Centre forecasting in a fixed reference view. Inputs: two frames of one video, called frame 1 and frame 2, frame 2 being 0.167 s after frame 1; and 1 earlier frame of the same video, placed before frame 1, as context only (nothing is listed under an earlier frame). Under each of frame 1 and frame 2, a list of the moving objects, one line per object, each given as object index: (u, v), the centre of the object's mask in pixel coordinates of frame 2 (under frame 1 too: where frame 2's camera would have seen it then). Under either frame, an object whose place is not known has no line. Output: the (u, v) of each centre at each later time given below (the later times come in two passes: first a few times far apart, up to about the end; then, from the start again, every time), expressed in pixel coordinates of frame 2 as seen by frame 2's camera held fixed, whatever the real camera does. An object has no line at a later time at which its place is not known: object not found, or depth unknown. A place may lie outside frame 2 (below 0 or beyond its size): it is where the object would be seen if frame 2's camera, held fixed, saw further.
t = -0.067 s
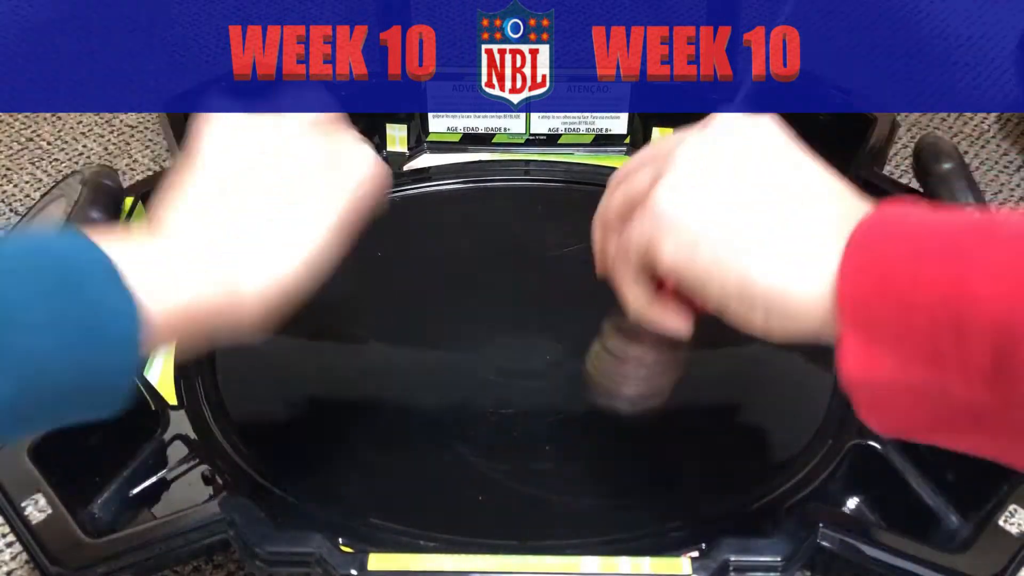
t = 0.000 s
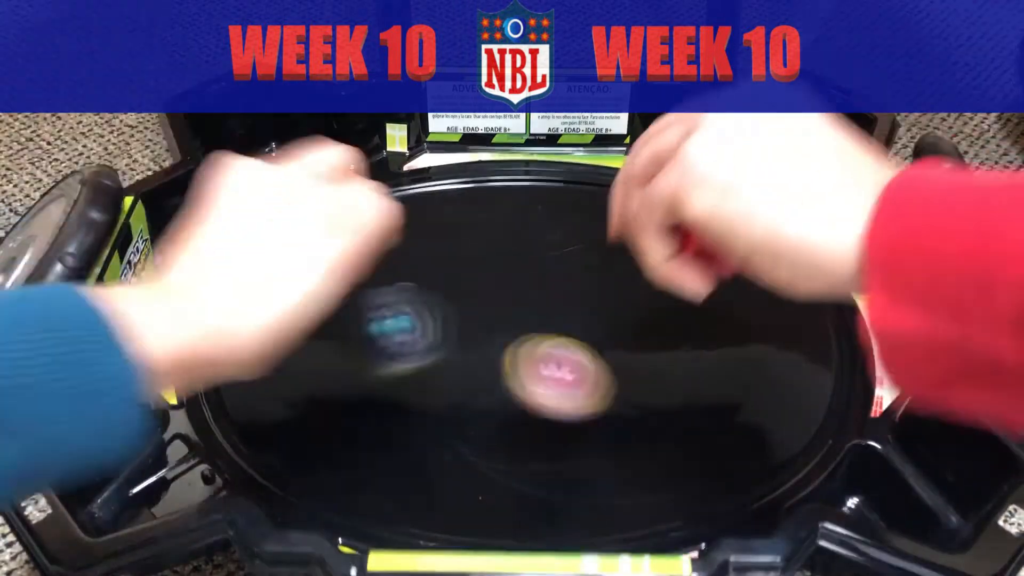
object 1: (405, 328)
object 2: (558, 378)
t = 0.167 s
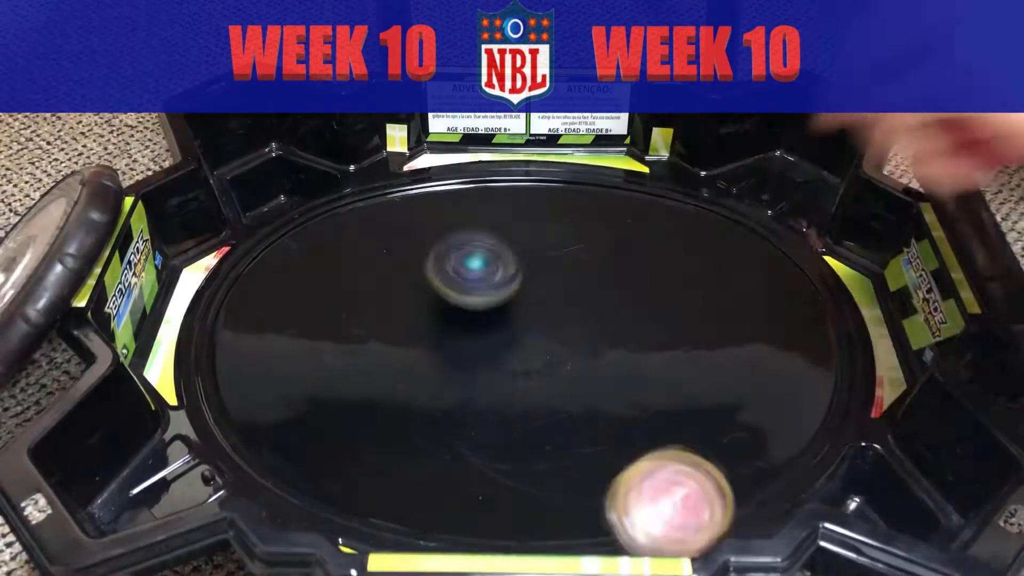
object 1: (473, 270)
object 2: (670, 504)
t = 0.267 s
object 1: (497, 229)
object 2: (754, 415)
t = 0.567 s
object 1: (526, 248)
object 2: (756, 222)
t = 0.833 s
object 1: (540, 342)
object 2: (679, 222)
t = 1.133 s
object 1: (603, 363)
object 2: (601, 287)
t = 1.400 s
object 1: (589, 401)
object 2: (581, 324)
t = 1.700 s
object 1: (552, 419)
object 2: (542, 338)
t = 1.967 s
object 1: (516, 406)
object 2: (499, 288)
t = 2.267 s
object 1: (462, 352)
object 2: (460, 249)
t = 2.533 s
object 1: (411, 314)
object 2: (451, 246)
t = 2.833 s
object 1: (347, 307)
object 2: (525, 271)
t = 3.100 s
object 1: (387, 300)
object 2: (570, 323)
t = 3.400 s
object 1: (491, 271)
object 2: (591, 370)
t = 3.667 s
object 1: (566, 255)
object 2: (564, 394)
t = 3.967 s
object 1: (631, 275)
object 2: (502, 379)
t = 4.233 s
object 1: (667, 318)
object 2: (466, 333)
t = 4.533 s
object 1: (651, 365)
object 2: (470, 289)
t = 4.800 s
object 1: (593, 394)
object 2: (509, 272)
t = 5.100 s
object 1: (514, 407)
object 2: (564, 299)
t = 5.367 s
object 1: (435, 371)
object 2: (585, 344)
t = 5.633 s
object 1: (376, 331)
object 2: (569, 376)
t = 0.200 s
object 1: (481, 248)
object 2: (706, 480)
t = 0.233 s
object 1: (489, 235)
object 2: (733, 448)
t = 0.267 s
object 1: (497, 229)
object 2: (754, 415)
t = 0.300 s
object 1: (503, 219)
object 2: (769, 383)
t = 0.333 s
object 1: (509, 218)
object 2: (778, 351)
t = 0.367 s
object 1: (513, 214)
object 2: (782, 324)
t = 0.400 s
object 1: (517, 215)
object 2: (783, 298)
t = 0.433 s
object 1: (520, 217)
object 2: (781, 276)
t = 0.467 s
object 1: (522, 221)
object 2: (777, 258)
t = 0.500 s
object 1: (524, 228)
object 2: (770, 243)
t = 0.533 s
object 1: (525, 238)
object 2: (763, 232)
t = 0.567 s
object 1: (526, 248)
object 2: (756, 222)
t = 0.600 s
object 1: (527, 260)
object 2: (748, 215)
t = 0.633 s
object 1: (528, 273)
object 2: (739, 211)
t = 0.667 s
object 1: (528, 286)
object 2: (731, 208)
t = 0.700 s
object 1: (530, 299)
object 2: (721, 208)
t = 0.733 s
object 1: (531, 312)
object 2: (711, 209)
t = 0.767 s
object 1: (533, 324)
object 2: (701, 212)
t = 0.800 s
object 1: (536, 334)
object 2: (690, 216)
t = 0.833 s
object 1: (540, 342)
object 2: (679, 222)
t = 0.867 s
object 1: (545, 350)
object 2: (667, 229)
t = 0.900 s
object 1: (551, 355)
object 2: (656, 236)
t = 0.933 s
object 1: (558, 359)
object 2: (645, 245)
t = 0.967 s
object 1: (566, 361)
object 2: (634, 255)
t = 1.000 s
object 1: (575, 361)
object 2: (624, 265)
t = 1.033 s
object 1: (585, 359)
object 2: (615, 274)
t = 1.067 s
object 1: (596, 357)
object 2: (607, 281)
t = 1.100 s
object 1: (601, 358)
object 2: (602, 286)
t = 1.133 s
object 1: (603, 363)
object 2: (601, 287)
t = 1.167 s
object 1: (603, 368)
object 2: (599, 291)
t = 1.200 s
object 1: (604, 371)
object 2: (595, 296)
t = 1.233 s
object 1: (604, 375)
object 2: (591, 302)
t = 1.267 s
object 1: (601, 384)
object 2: (591, 305)
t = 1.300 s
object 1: (597, 390)
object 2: (590, 309)
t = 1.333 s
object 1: (594, 395)
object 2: (589, 313)
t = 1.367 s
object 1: (591, 399)
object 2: (586, 319)
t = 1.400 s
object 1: (589, 401)
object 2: (581, 324)
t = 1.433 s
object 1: (587, 403)
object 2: (576, 330)
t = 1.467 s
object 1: (583, 407)
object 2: (573, 331)
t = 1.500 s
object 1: (578, 411)
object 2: (570, 334)
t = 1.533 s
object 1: (573, 413)
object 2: (565, 336)
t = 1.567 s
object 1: (569, 413)
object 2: (560, 339)
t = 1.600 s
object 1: (564, 416)
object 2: (557, 338)
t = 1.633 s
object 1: (560, 419)
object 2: (554, 338)
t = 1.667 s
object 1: (556, 419)
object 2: (549, 337)
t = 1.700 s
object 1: (552, 419)
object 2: (542, 338)
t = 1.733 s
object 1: (548, 417)
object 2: (536, 338)
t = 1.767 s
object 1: (544, 413)
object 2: (529, 338)
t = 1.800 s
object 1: (540, 410)
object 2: (524, 334)
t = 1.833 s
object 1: (536, 412)
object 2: (519, 324)
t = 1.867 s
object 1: (531, 412)
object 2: (515, 313)
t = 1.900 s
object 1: (526, 411)
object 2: (510, 303)
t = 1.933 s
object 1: (522, 409)
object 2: (504, 295)
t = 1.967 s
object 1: (516, 406)
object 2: (499, 288)
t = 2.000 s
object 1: (511, 402)
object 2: (493, 282)
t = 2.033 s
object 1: (506, 397)
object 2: (488, 277)
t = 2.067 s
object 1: (500, 391)
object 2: (483, 273)
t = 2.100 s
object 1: (495, 385)
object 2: (478, 268)
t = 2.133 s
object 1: (488, 379)
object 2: (474, 264)
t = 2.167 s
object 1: (483, 372)
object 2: (470, 260)
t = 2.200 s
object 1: (475, 366)
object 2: (466, 256)
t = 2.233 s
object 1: (469, 358)
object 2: (463, 252)
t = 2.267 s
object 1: (462, 352)
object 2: (460, 249)
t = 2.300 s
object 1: (455, 347)
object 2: (457, 247)
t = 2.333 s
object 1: (448, 341)
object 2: (455, 245)
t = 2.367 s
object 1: (442, 336)
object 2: (453, 243)
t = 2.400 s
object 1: (435, 330)
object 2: (452, 242)
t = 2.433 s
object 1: (429, 326)
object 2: (451, 242)
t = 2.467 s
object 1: (422, 322)
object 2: (450, 243)
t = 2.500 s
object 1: (416, 318)
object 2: (450, 244)
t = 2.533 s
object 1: (411, 314)
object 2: (451, 246)
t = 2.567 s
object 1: (406, 311)
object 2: (452, 249)
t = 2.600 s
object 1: (401, 308)
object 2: (455, 251)
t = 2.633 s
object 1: (389, 309)
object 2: (468, 249)
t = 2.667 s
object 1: (377, 309)
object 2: (483, 249)
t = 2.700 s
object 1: (367, 310)
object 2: (494, 251)
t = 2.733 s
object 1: (360, 309)
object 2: (504, 255)
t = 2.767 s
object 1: (353, 308)
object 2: (512, 259)
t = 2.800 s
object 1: (350, 308)
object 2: (519, 265)
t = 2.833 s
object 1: (347, 307)
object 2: (525, 271)
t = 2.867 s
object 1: (346, 306)
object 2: (530, 278)
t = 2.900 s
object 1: (348, 306)
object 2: (536, 284)
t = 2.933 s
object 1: (351, 306)
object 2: (542, 291)
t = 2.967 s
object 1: (355, 305)
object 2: (548, 297)
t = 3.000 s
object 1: (361, 304)
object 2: (554, 304)
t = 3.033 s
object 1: (369, 304)
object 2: (559, 310)
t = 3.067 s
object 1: (377, 302)
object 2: (565, 317)
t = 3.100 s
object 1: (387, 300)
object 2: (570, 323)
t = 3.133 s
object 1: (398, 298)
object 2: (574, 330)
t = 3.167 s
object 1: (410, 296)
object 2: (578, 336)
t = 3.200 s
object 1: (421, 292)
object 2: (581, 342)
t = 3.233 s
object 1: (434, 290)
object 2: (584, 347)
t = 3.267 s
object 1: (446, 286)
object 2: (587, 352)
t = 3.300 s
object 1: (458, 282)
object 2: (589, 356)
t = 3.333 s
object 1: (470, 279)
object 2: (590, 361)
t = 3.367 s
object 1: (480, 275)
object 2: (591, 365)
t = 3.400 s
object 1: (491, 271)
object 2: (591, 370)
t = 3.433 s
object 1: (502, 267)
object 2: (590, 374)
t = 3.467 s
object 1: (512, 265)
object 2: (588, 378)
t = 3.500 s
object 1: (521, 262)
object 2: (586, 381)
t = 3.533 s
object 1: (530, 260)
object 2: (583, 385)
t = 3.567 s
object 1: (539, 258)
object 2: (579, 388)
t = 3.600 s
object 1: (548, 256)
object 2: (575, 390)
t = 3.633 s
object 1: (557, 255)
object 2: (569, 392)
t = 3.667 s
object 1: (566, 255)
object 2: (564, 394)
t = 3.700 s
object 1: (574, 255)
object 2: (558, 395)
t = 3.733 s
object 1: (581, 256)
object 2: (552, 396)
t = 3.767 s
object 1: (589, 257)
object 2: (545, 396)
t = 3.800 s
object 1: (596, 259)
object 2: (538, 394)
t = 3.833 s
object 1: (603, 261)
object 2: (531, 393)
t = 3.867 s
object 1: (610, 264)
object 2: (524, 391)
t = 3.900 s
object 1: (617, 267)
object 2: (517, 388)
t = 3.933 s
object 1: (624, 270)
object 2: (510, 384)
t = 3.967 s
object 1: (631, 275)
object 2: (502, 379)
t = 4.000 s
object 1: (638, 279)
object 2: (496, 375)
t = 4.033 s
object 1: (644, 284)
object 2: (490, 369)
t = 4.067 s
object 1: (649, 289)
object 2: (485, 364)
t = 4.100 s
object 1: (655, 295)
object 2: (479, 357)
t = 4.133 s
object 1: (659, 301)
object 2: (475, 351)
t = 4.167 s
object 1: (663, 306)
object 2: (472, 345)
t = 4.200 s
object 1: (665, 313)
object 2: (469, 339)
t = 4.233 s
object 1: (667, 318)
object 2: (466, 333)
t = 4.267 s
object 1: (669, 324)
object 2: (465, 326)
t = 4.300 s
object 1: (670, 330)
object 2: (464, 320)
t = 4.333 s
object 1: (670, 336)
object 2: (463, 315)
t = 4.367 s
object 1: (669, 341)
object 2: (463, 311)
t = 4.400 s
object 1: (667, 347)
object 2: (463, 306)
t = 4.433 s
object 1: (664, 352)
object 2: (464, 301)
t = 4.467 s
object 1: (661, 356)
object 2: (465, 297)
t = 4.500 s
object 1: (657, 361)
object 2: (467, 293)
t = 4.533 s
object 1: (651, 365)
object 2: (470, 289)
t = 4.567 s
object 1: (646, 369)
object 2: (474, 285)
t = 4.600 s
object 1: (640, 373)
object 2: (477, 281)
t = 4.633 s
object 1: (633, 377)
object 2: (482, 279)
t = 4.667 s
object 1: (626, 380)
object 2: (487, 276)
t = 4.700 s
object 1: (619, 384)
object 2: (493, 274)
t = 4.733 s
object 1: (611, 388)
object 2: (498, 273)
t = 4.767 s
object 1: (602, 391)
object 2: (504, 272)
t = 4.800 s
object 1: (593, 394)
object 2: (509, 272)
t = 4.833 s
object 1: (585, 397)
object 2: (515, 273)
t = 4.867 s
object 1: (576, 399)
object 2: (521, 274)
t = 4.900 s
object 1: (567, 401)
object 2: (528, 275)
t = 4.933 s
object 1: (558, 403)
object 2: (534, 278)
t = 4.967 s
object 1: (550, 405)
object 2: (541, 281)
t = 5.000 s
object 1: (541, 407)
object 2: (547, 285)
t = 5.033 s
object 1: (532, 408)
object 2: (553, 289)
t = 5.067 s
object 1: (523, 408)
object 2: (558, 294)
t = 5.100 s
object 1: (514, 407)
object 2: (564, 299)
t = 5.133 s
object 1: (505, 404)
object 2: (568, 304)
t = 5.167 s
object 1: (496, 401)
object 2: (573, 310)
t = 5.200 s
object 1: (485, 397)
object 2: (576, 316)
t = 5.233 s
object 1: (476, 393)
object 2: (579, 322)
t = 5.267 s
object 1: (465, 388)
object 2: (582, 328)
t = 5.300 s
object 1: (454, 382)
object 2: (583, 334)
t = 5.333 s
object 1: (445, 376)
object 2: (584, 340)
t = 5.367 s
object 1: (435, 371)
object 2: (585, 344)
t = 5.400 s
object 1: (424, 365)
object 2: (585, 349)
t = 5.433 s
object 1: (416, 360)
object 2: (585, 353)
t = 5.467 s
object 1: (407, 354)
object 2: (584, 358)
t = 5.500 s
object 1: (400, 349)
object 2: (583, 362)
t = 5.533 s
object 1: (392, 344)
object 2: (580, 366)
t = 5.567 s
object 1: (386, 339)
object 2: (577, 370)
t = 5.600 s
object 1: (380, 335)
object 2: (573, 373)
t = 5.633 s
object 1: (376, 331)
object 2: (569, 376)
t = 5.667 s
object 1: (371, 328)
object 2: (564, 379)
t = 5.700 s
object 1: (368, 326)
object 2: (558, 381)
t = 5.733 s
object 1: (366, 324)
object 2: (552, 382)
